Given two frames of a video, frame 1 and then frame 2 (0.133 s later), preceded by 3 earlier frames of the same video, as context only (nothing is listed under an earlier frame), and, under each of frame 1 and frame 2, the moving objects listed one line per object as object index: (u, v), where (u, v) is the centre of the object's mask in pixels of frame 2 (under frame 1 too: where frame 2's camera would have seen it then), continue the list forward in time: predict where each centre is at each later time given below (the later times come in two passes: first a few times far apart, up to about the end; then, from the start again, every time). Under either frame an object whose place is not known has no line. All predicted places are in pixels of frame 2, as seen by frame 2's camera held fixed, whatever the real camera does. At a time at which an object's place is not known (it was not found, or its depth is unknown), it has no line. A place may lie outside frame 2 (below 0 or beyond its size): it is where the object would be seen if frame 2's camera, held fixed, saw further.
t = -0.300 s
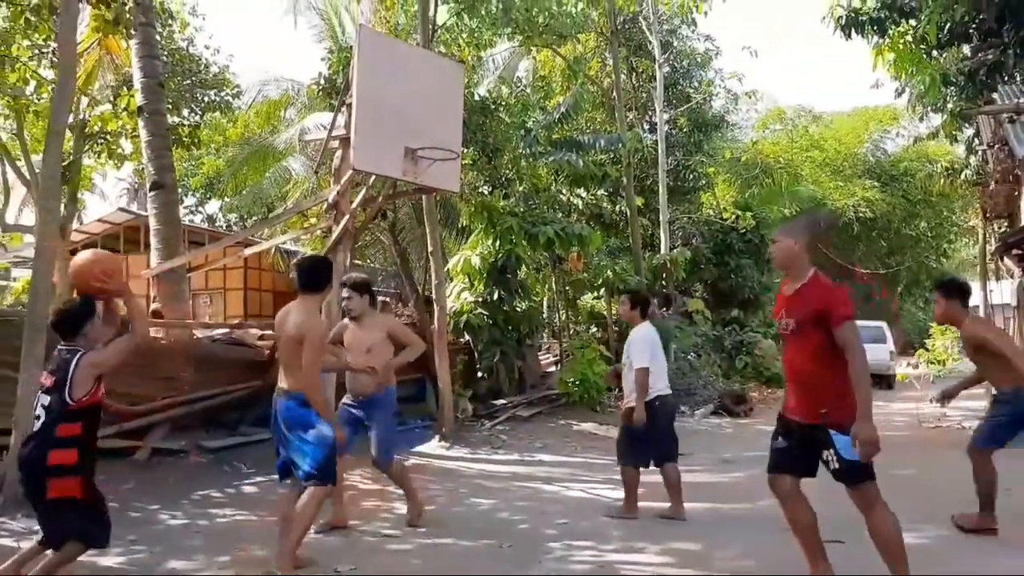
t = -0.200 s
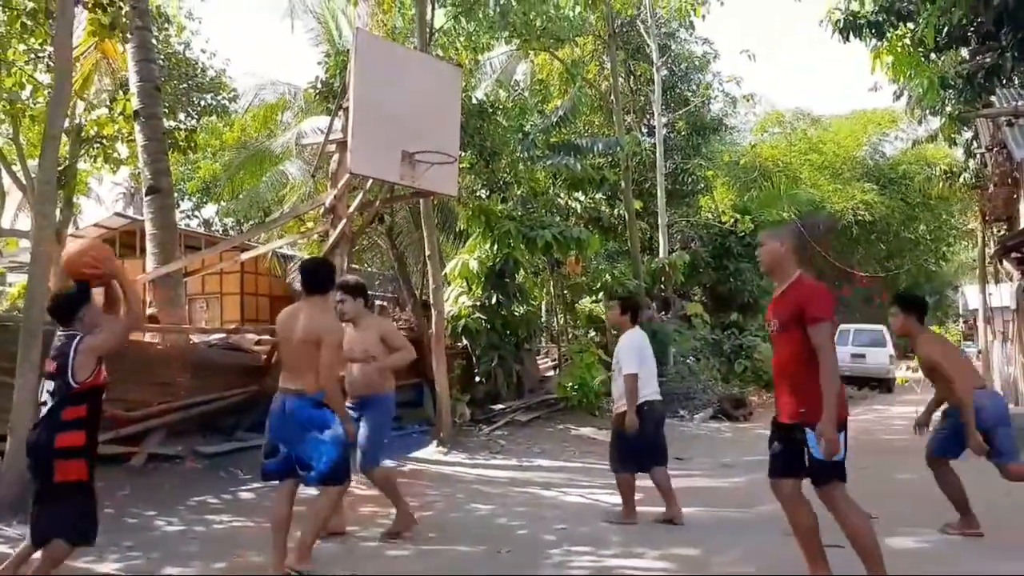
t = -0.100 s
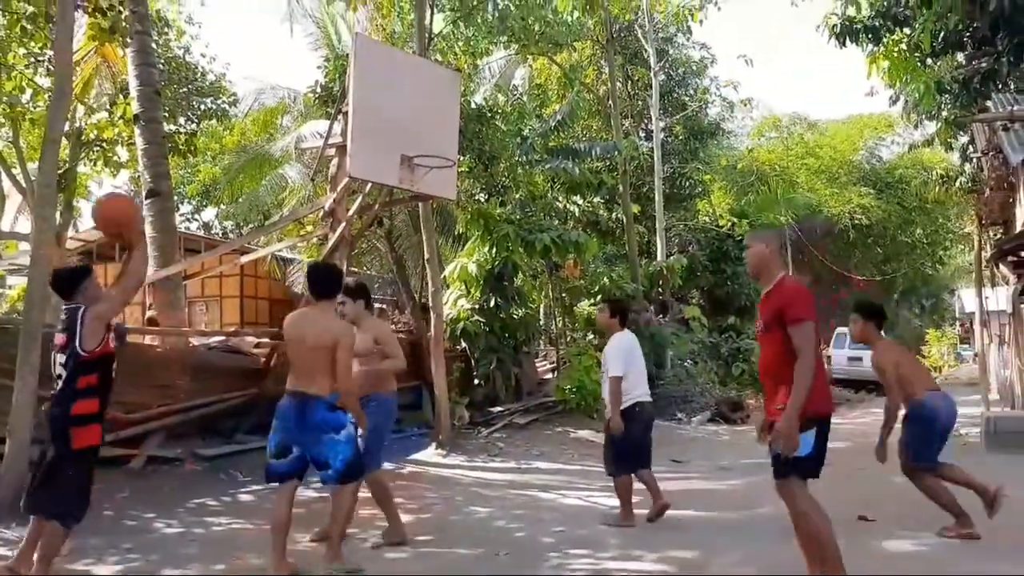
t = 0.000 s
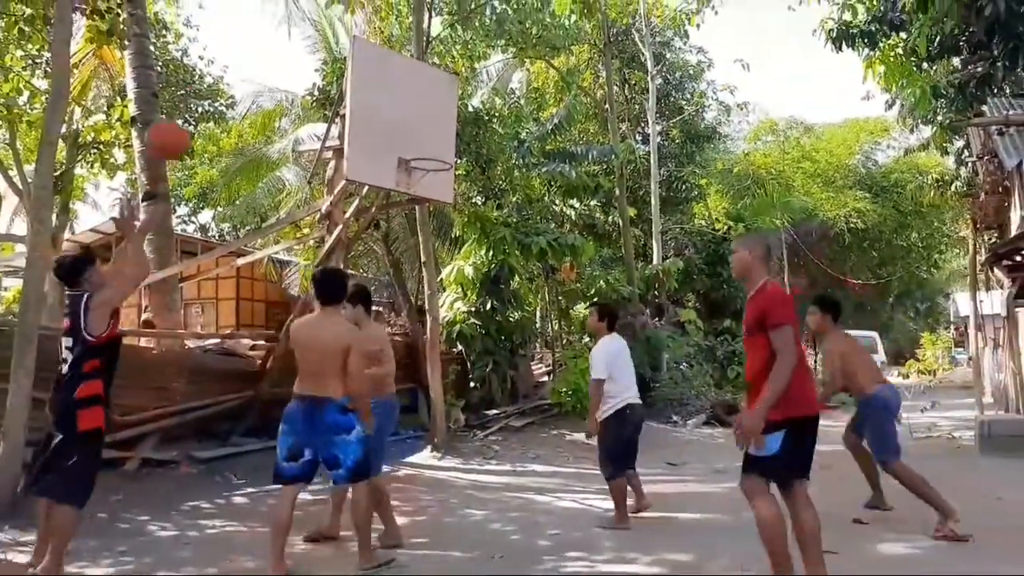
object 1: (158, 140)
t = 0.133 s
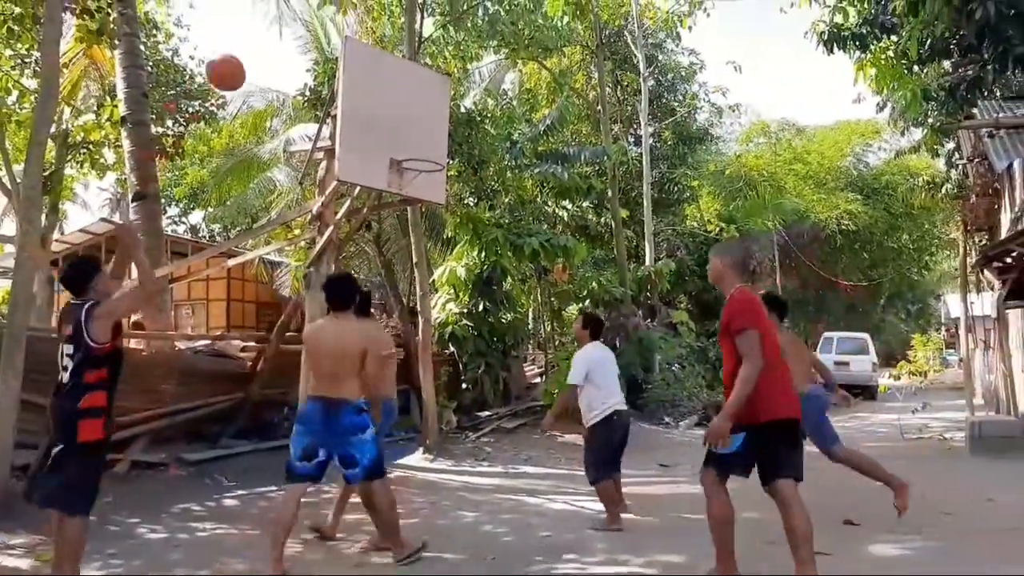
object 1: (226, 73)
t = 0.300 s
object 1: (295, 36)
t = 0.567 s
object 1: (380, 62)
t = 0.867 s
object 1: (454, 174)
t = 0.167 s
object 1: (241, 62)
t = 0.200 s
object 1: (255, 53)
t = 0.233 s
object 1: (268, 46)
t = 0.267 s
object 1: (282, 40)
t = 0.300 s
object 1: (295, 36)
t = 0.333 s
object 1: (307, 35)
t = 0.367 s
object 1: (318, 34)
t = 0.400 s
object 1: (329, 35)
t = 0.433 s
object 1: (340, 38)
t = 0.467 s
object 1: (350, 43)
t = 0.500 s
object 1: (360, 48)
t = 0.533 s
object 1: (370, 54)
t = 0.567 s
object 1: (380, 62)
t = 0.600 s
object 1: (389, 70)
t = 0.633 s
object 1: (398, 80)
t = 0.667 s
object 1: (407, 91)
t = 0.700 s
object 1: (415, 103)
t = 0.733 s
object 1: (423, 115)
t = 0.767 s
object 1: (431, 128)
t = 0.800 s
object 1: (438, 142)
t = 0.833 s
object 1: (447, 157)
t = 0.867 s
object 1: (454, 174)
